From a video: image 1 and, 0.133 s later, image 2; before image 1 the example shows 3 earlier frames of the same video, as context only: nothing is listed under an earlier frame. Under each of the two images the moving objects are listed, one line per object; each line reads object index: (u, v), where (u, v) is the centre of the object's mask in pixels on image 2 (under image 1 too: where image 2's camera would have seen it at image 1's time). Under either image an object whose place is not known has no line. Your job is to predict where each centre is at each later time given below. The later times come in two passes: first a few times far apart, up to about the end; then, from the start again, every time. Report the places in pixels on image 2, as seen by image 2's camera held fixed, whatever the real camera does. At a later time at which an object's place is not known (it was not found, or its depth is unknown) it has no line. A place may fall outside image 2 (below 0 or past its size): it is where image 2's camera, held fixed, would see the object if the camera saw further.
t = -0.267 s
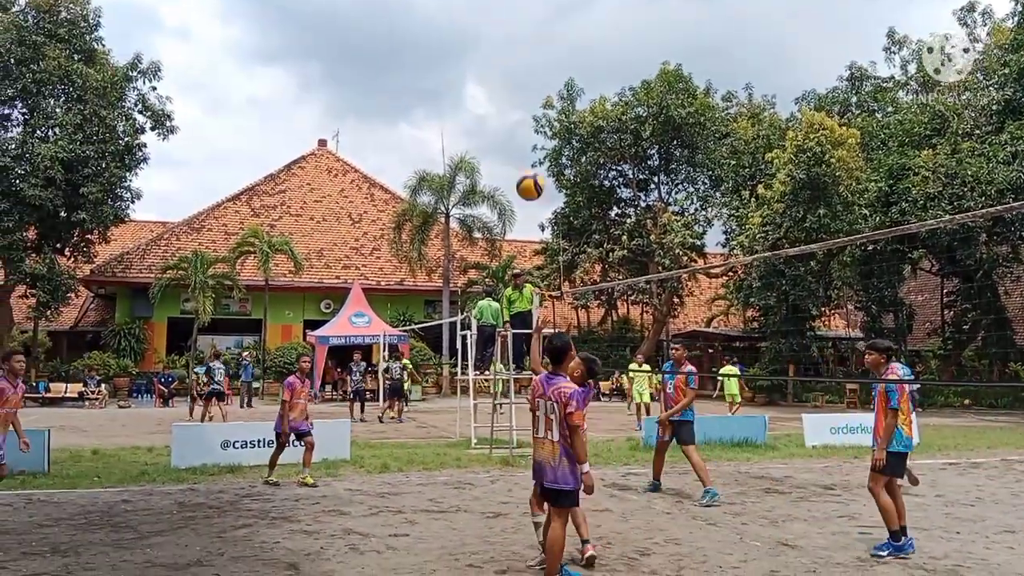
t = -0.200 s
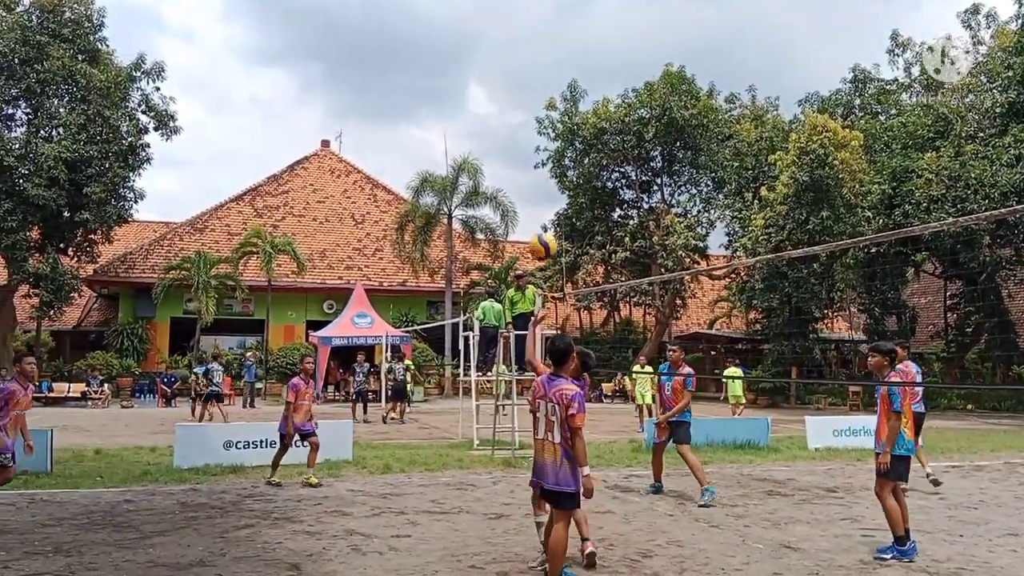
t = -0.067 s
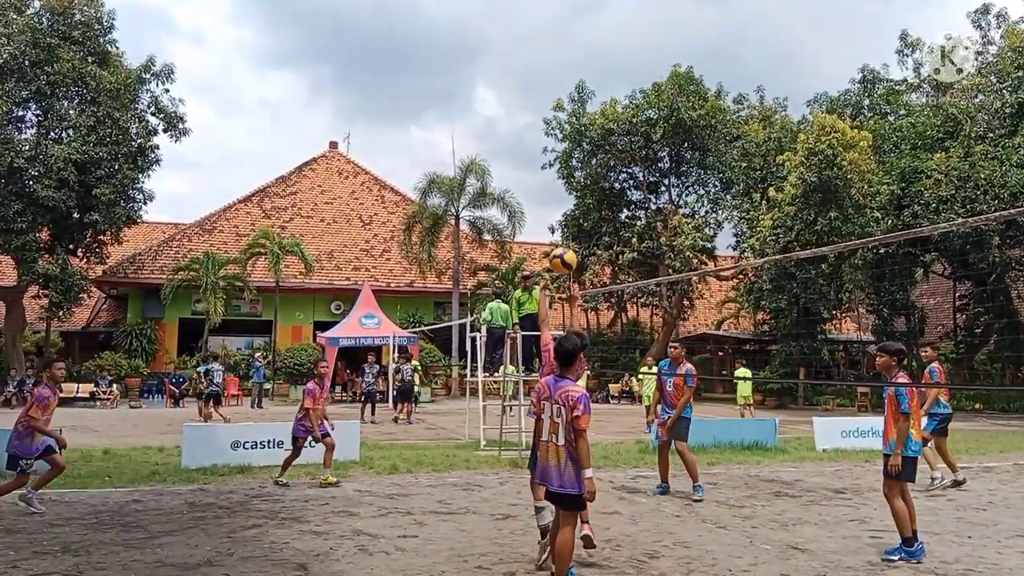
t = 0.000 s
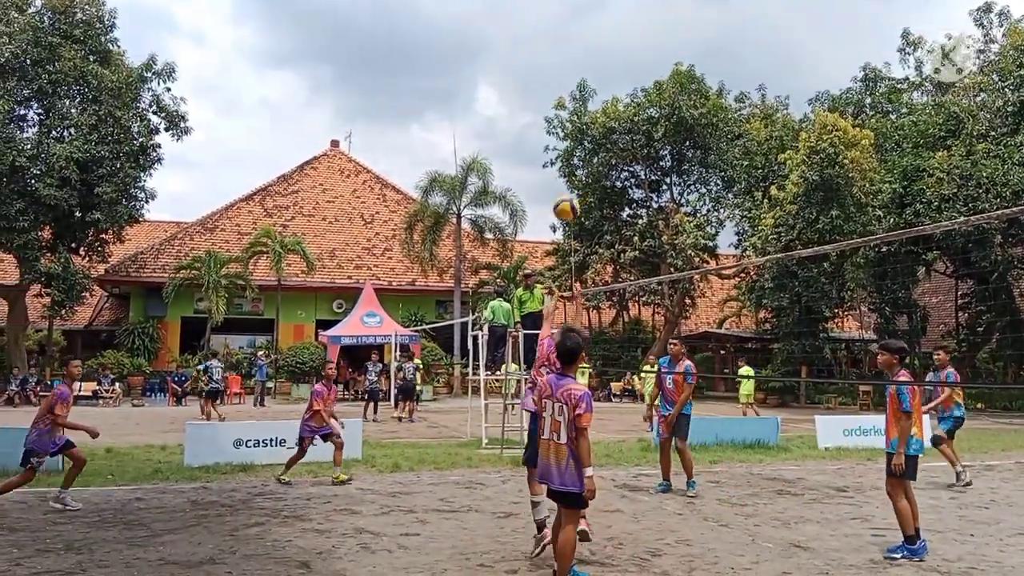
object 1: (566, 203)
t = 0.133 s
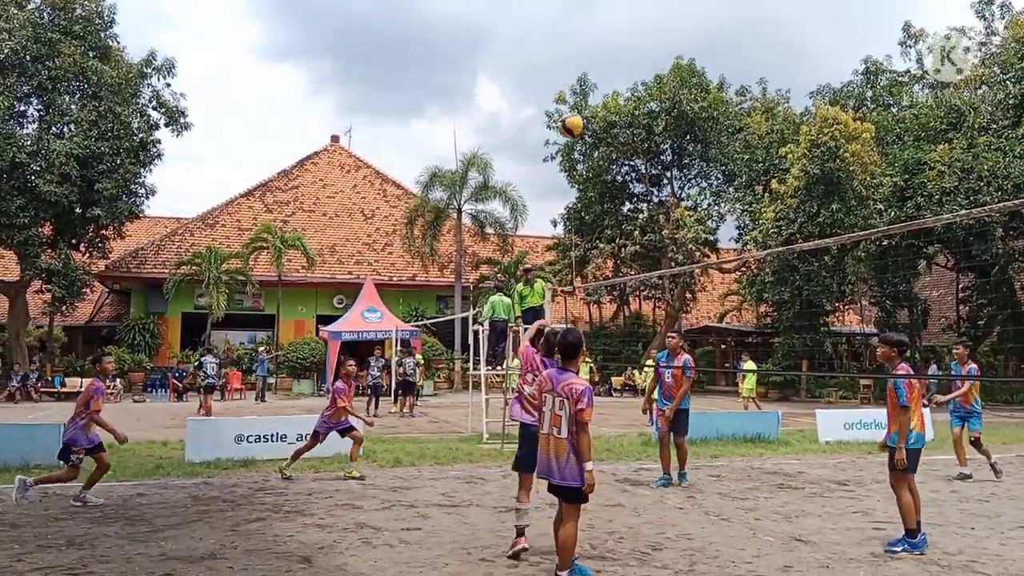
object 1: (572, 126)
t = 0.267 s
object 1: (574, 76)
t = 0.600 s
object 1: (583, 50)
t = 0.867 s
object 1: (587, 105)
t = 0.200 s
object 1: (573, 98)
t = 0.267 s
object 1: (574, 76)
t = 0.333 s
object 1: (577, 60)
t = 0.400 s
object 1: (578, 51)
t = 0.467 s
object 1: (580, 46)
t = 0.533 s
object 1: (580, 47)
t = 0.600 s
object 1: (583, 50)
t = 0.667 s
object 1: (584, 59)
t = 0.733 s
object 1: (585, 71)
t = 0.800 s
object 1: (587, 87)
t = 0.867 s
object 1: (587, 105)
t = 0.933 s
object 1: (587, 117)
